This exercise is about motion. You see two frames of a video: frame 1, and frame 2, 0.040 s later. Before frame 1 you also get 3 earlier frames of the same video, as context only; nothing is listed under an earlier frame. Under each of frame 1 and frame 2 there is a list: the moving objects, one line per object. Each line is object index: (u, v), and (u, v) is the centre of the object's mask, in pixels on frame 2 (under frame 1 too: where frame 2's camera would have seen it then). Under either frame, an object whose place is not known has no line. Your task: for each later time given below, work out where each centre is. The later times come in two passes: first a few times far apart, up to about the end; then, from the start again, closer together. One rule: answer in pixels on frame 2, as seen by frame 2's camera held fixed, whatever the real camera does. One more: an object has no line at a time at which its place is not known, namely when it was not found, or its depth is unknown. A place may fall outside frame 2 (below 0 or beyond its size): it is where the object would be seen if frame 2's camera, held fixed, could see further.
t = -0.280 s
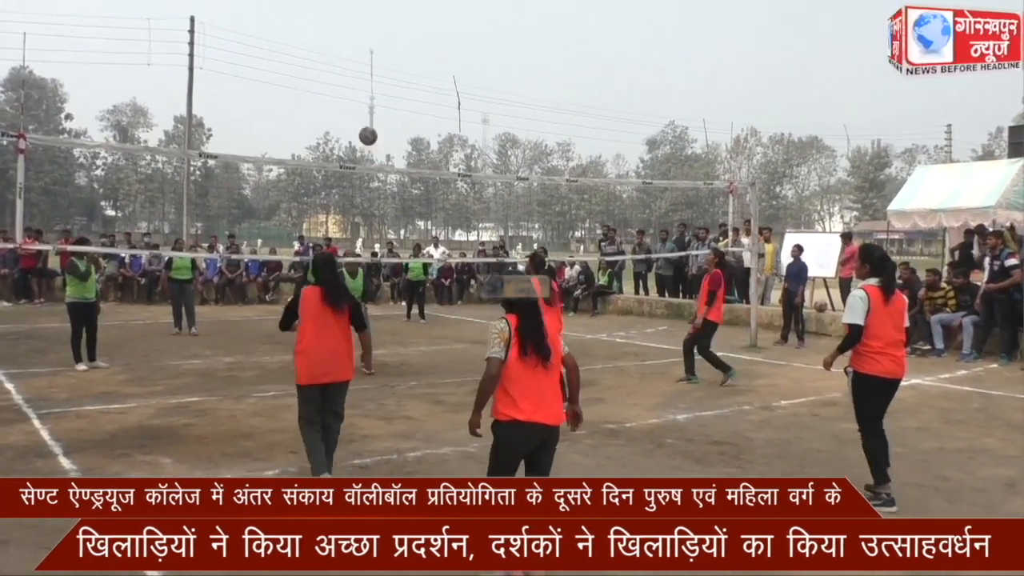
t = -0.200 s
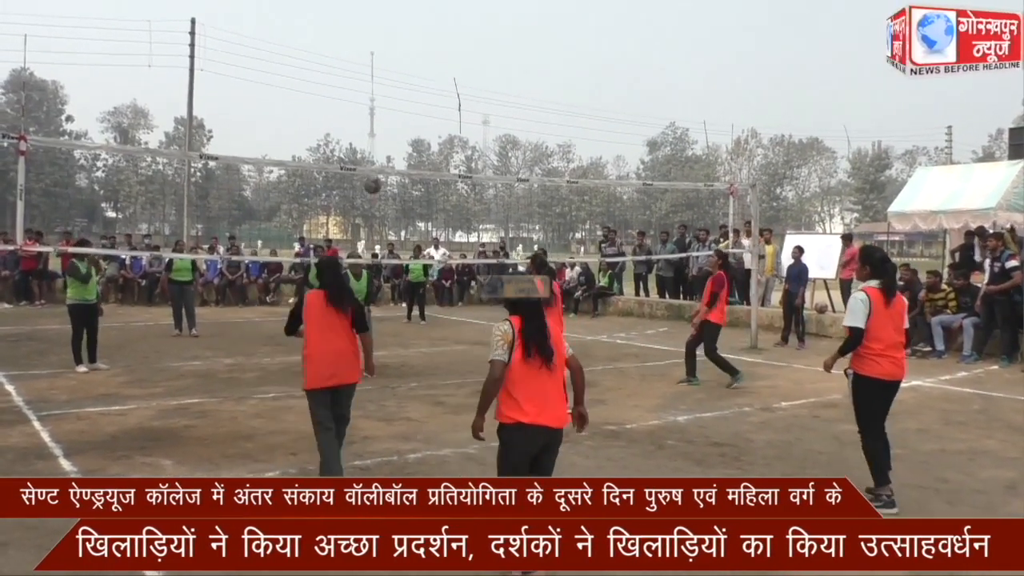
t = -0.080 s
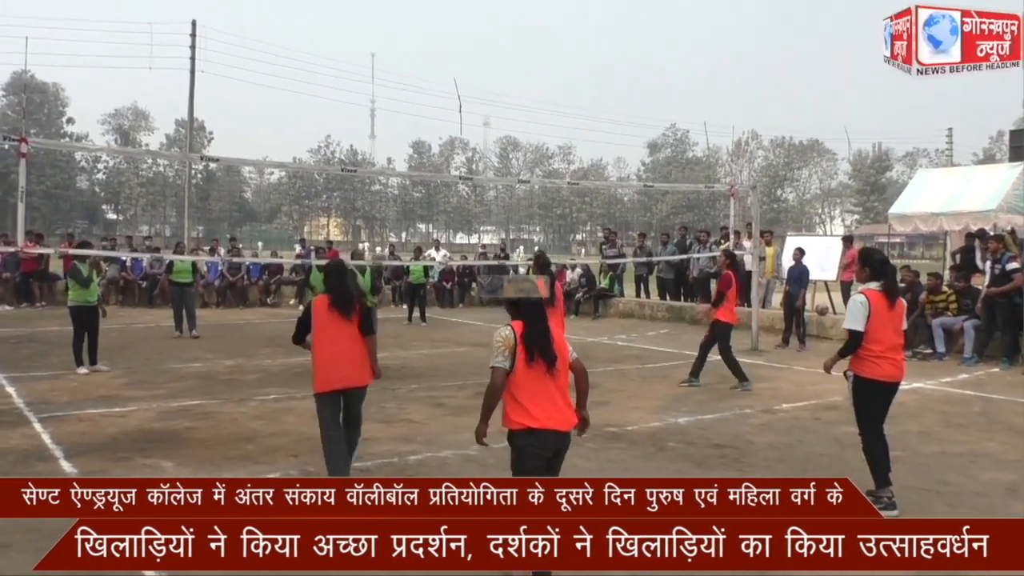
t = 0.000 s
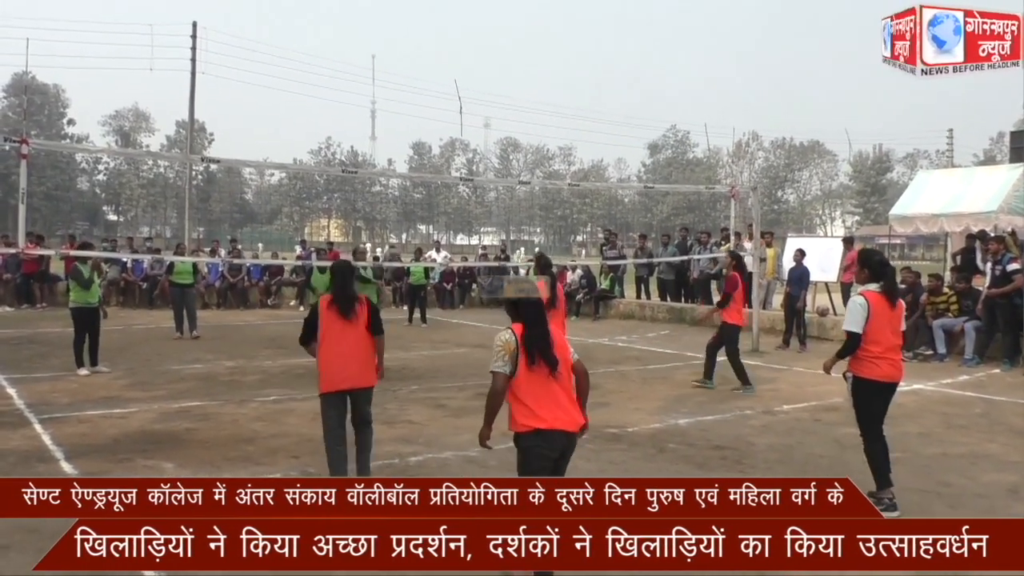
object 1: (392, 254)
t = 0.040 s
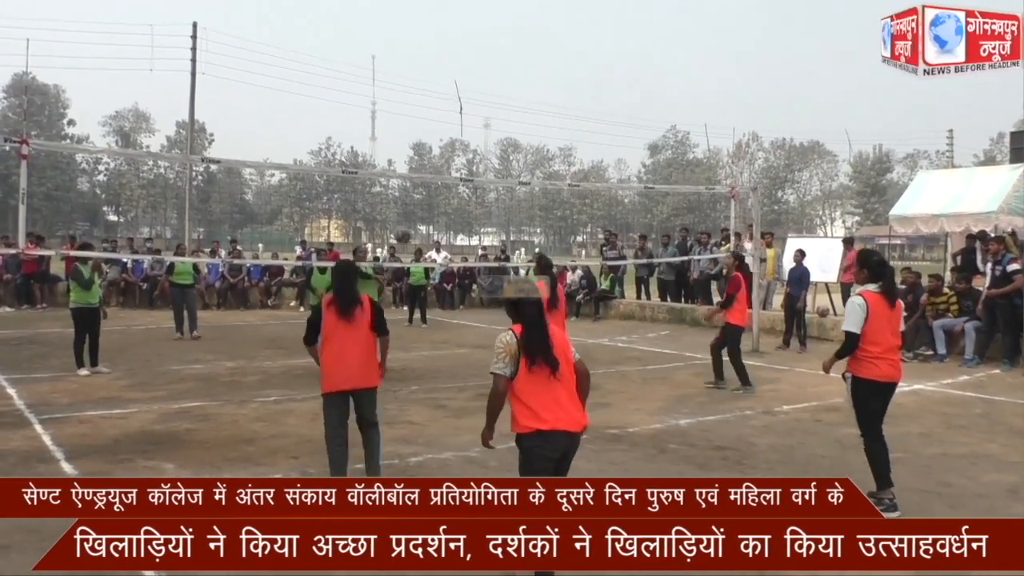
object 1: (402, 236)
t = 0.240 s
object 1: (453, 141)
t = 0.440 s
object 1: (505, 79)
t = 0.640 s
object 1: (558, 49)
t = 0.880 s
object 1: (622, 61)
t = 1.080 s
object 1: (676, 110)
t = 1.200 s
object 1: (709, 158)
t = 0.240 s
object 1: (453, 141)
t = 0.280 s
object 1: (464, 126)
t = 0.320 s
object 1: (474, 112)
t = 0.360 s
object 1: (484, 100)
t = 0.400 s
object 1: (495, 89)
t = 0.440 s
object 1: (505, 79)
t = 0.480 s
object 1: (515, 70)
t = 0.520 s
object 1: (526, 63)
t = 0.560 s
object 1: (536, 57)
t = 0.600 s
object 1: (547, 53)
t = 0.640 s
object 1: (558, 49)
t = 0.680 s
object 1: (568, 48)
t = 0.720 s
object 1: (579, 47)
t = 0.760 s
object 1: (590, 48)
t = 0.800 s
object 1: (601, 51)
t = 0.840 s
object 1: (611, 55)
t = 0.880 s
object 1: (622, 61)
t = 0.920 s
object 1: (633, 67)
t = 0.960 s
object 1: (644, 76)
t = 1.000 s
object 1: (655, 86)
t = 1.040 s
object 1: (666, 97)
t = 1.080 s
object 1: (676, 110)
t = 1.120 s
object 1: (687, 124)
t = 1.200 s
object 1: (709, 158)
